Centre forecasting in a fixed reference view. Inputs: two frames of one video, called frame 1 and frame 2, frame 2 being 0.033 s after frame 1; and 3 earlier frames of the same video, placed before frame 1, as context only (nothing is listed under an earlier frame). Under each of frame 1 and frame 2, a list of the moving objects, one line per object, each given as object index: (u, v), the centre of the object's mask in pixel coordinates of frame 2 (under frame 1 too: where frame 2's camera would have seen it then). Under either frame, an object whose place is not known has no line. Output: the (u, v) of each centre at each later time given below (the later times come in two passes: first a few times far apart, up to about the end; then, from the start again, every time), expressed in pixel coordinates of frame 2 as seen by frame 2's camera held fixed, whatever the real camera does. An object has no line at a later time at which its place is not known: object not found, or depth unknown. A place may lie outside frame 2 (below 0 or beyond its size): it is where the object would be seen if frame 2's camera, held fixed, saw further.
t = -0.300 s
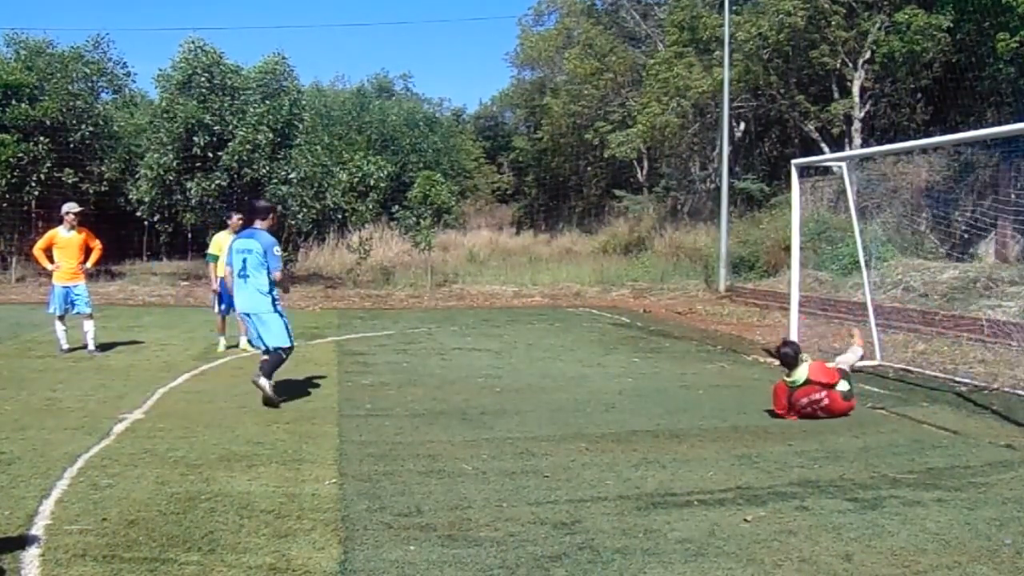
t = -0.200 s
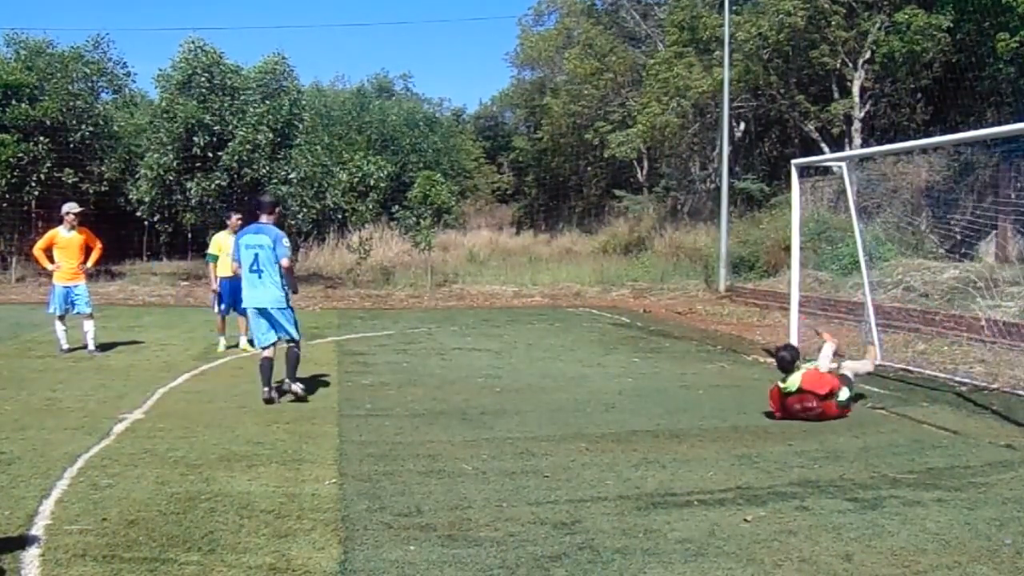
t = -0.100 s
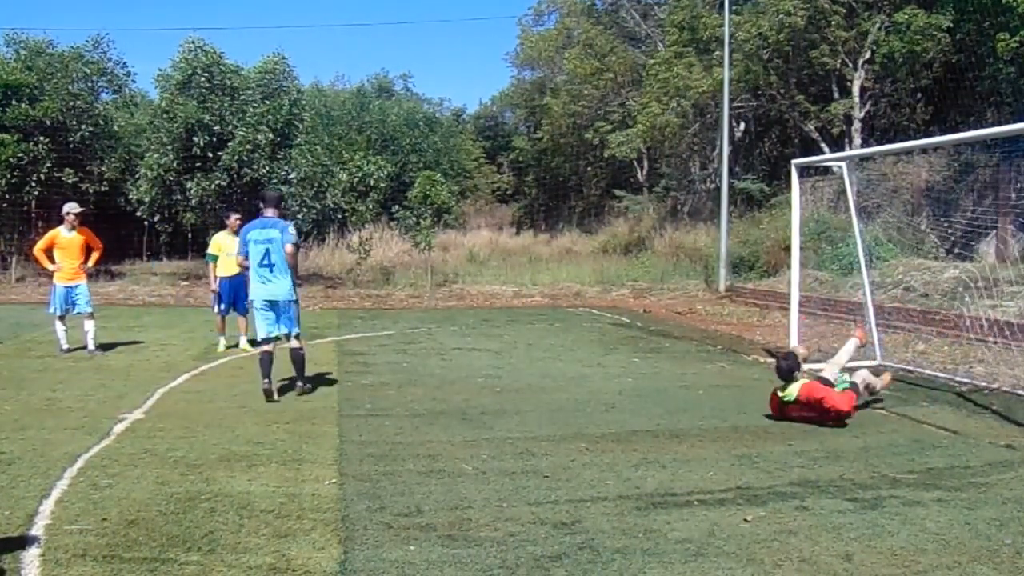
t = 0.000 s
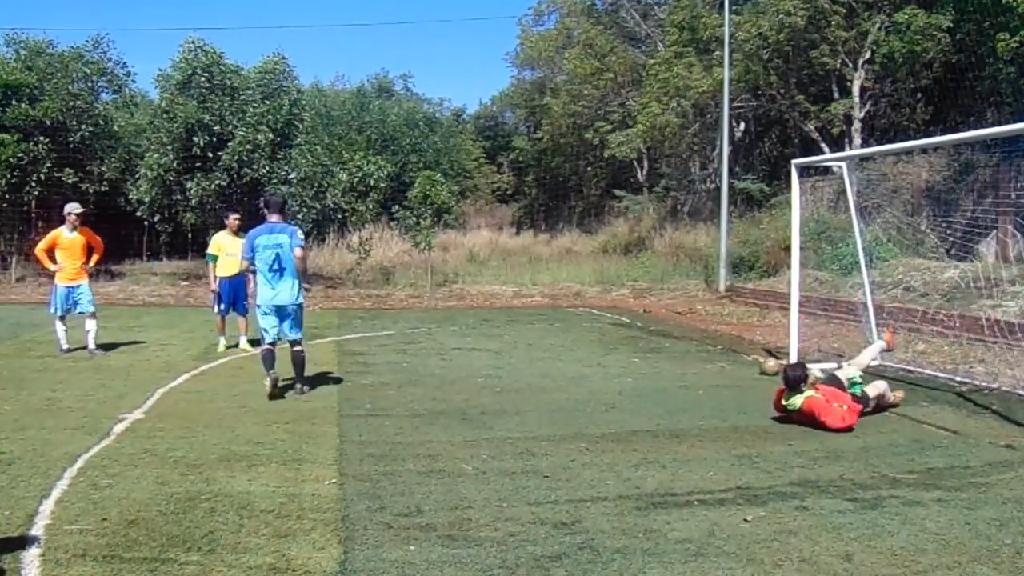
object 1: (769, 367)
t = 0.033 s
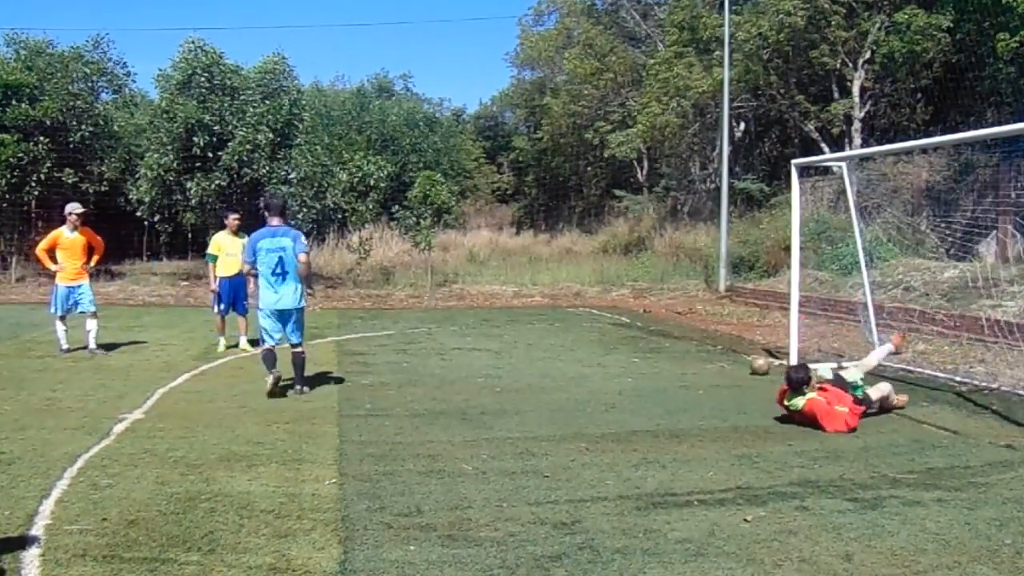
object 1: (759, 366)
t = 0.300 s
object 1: (684, 369)
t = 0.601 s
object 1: (602, 373)
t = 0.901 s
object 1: (523, 373)
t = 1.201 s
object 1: (450, 375)
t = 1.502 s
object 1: (384, 377)
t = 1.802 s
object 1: (325, 377)
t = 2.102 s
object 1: (273, 377)
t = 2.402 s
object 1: (231, 377)
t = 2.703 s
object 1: (196, 377)
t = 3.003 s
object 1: (171, 376)
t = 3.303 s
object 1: (154, 376)
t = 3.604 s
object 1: (145, 375)
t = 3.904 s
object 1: (144, 375)
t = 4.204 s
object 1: (144, 376)
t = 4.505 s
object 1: (144, 377)
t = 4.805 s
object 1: (144, 376)
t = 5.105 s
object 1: (144, 376)
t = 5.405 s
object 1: (144, 376)
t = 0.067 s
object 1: (750, 366)
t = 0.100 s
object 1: (741, 365)
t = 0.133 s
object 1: (732, 367)
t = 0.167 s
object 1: (721, 368)
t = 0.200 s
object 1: (712, 368)
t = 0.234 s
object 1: (703, 368)
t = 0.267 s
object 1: (693, 369)
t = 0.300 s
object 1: (684, 369)
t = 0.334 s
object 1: (675, 369)
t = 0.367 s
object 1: (665, 369)
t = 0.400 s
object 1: (656, 369)
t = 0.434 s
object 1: (647, 369)
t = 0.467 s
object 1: (637, 371)
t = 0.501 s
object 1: (629, 371)
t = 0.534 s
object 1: (619, 371)
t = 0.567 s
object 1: (611, 372)
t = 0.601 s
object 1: (602, 373)
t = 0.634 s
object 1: (593, 373)
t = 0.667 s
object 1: (583, 372)
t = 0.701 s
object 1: (574, 373)
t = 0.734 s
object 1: (565, 373)
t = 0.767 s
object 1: (556, 372)
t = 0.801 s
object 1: (548, 373)
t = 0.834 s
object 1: (540, 373)
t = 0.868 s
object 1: (531, 374)
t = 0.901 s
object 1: (523, 373)
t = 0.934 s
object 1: (514, 374)
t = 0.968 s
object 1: (505, 375)
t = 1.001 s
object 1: (498, 374)
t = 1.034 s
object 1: (490, 374)
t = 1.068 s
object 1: (482, 374)
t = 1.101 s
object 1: (474, 375)
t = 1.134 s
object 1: (467, 376)
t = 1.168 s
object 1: (459, 375)
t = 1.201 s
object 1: (450, 375)
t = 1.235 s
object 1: (443, 376)
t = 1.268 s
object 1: (435, 376)
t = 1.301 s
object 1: (427, 376)
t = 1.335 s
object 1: (420, 376)
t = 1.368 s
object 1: (413, 376)
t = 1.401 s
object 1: (405, 376)
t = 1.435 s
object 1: (398, 377)
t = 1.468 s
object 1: (391, 377)
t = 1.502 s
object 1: (384, 377)
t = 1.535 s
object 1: (377, 377)
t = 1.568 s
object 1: (370, 377)
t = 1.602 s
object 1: (363, 377)
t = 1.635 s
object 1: (357, 377)
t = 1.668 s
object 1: (349, 377)
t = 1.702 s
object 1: (344, 377)
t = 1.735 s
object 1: (337, 377)
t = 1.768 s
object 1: (331, 377)
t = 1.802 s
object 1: (325, 377)
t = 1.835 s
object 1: (318, 377)
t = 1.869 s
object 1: (312, 377)
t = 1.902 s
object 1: (306, 378)
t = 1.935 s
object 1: (300, 377)
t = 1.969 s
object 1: (294, 378)
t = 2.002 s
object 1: (289, 378)
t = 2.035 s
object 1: (283, 378)
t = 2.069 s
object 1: (278, 377)
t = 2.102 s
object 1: (273, 377)
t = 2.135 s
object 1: (267, 376)
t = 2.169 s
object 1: (262, 376)
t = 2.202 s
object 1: (258, 376)
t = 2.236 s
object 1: (253, 376)
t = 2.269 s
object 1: (248, 377)
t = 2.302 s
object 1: (243, 377)
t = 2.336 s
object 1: (239, 377)
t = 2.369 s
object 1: (235, 377)
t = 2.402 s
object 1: (231, 377)
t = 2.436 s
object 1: (226, 378)
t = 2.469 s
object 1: (222, 378)
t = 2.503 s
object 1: (218, 378)
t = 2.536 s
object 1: (215, 379)
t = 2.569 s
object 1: (210, 378)
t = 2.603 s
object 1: (207, 378)
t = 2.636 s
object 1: (203, 378)
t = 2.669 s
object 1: (200, 378)
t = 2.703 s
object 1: (196, 377)
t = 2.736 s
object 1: (193, 377)
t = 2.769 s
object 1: (190, 377)
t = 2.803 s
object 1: (187, 377)
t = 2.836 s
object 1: (184, 377)
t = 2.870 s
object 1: (181, 376)
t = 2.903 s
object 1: (179, 376)
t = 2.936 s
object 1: (176, 377)
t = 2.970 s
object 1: (173, 377)
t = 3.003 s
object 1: (171, 376)
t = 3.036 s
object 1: (169, 376)
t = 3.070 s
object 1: (167, 375)
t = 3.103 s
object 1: (165, 375)
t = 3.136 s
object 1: (163, 375)
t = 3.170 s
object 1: (161, 375)
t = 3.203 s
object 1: (159, 376)
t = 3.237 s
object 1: (157, 376)
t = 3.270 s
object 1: (156, 376)
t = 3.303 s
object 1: (154, 376)
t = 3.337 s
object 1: (153, 376)
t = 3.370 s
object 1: (151, 376)
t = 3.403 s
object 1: (150, 376)
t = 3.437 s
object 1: (149, 375)
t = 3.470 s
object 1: (148, 375)
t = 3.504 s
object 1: (147, 376)
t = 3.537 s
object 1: (146, 376)
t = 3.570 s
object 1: (146, 375)
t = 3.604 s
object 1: (145, 375)
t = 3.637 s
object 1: (145, 375)
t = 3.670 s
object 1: (145, 375)
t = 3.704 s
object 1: (144, 375)
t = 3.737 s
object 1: (144, 375)
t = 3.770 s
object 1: (144, 375)
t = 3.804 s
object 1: (144, 375)
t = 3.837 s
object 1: (144, 375)
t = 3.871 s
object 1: (144, 375)
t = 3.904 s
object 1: (144, 375)
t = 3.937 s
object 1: (144, 375)
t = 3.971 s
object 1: (144, 375)
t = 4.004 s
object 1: (144, 375)
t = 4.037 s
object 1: (144, 375)
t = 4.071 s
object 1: (144, 375)
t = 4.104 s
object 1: (144, 375)
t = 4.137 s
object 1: (144, 376)
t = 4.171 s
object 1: (144, 376)
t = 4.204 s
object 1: (144, 376)
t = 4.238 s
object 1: (144, 376)
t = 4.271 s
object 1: (144, 376)
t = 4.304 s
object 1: (144, 376)
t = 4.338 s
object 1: (144, 376)
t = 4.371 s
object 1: (144, 375)
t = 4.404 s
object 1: (144, 375)
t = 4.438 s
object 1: (144, 376)
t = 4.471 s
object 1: (144, 376)
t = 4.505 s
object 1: (144, 377)
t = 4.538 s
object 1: (144, 377)
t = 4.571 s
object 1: (144, 376)
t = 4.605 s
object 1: (144, 376)
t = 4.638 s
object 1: (144, 376)
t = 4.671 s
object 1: (144, 376)
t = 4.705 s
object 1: (144, 376)
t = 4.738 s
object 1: (145, 376)
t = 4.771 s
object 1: (144, 376)
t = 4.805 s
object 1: (144, 376)
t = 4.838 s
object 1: (144, 376)
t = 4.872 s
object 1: (144, 376)
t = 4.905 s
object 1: (144, 376)
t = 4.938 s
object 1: (144, 376)
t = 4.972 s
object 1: (144, 376)
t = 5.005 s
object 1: (144, 376)
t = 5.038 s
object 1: (144, 376)
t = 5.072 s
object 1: (144, 376)
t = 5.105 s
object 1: (144, 376)
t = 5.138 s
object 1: (144, 376)
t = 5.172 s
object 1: (144, 376)
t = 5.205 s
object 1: (144, 376)
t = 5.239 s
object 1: (144, 376)
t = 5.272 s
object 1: (144, 376)
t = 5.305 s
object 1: (144, 376)
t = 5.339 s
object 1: (144, 376)
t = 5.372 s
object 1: (144, 376)
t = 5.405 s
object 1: (144, 376)
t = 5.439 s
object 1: (144, 376)
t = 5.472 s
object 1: (144, 376)
